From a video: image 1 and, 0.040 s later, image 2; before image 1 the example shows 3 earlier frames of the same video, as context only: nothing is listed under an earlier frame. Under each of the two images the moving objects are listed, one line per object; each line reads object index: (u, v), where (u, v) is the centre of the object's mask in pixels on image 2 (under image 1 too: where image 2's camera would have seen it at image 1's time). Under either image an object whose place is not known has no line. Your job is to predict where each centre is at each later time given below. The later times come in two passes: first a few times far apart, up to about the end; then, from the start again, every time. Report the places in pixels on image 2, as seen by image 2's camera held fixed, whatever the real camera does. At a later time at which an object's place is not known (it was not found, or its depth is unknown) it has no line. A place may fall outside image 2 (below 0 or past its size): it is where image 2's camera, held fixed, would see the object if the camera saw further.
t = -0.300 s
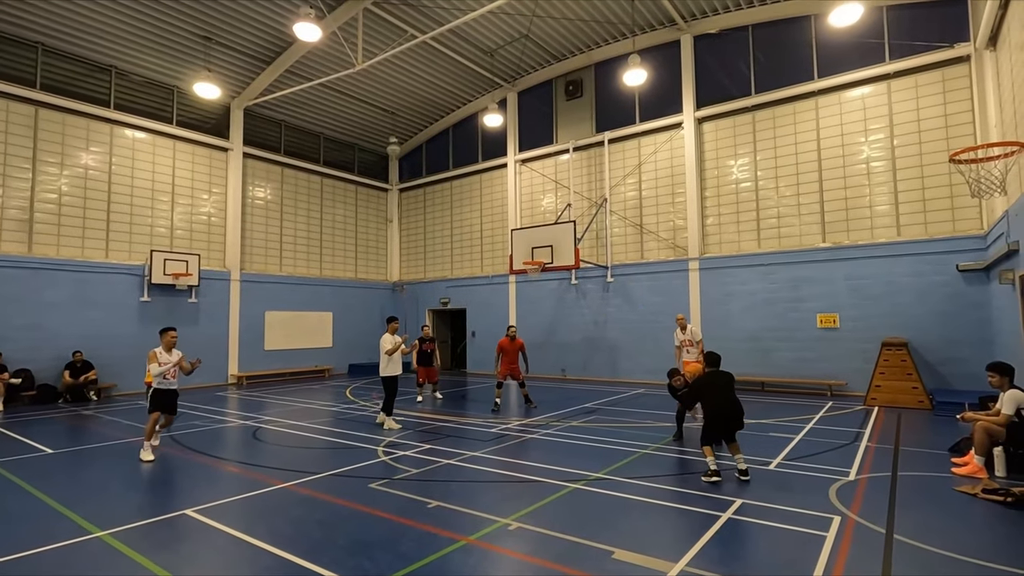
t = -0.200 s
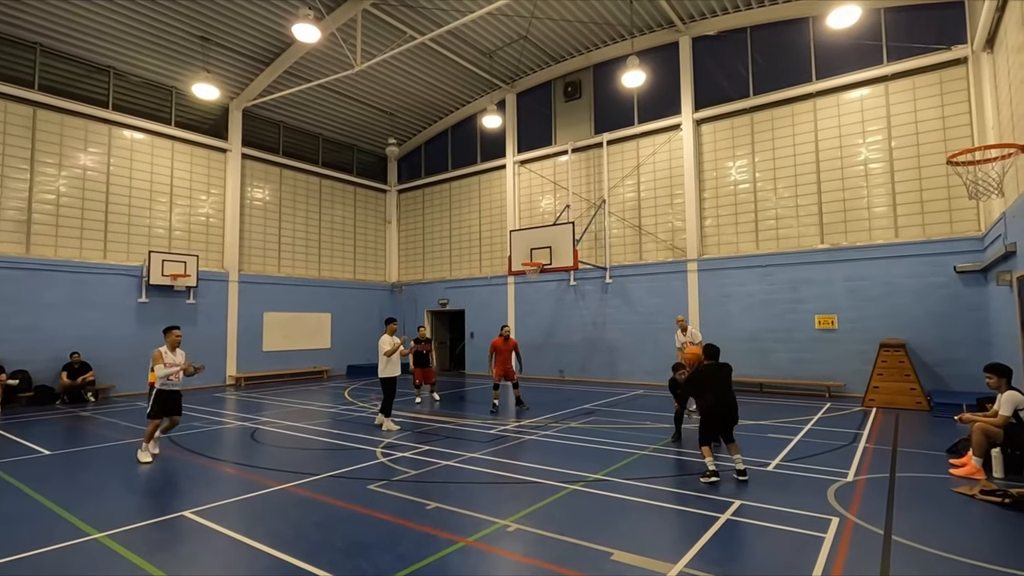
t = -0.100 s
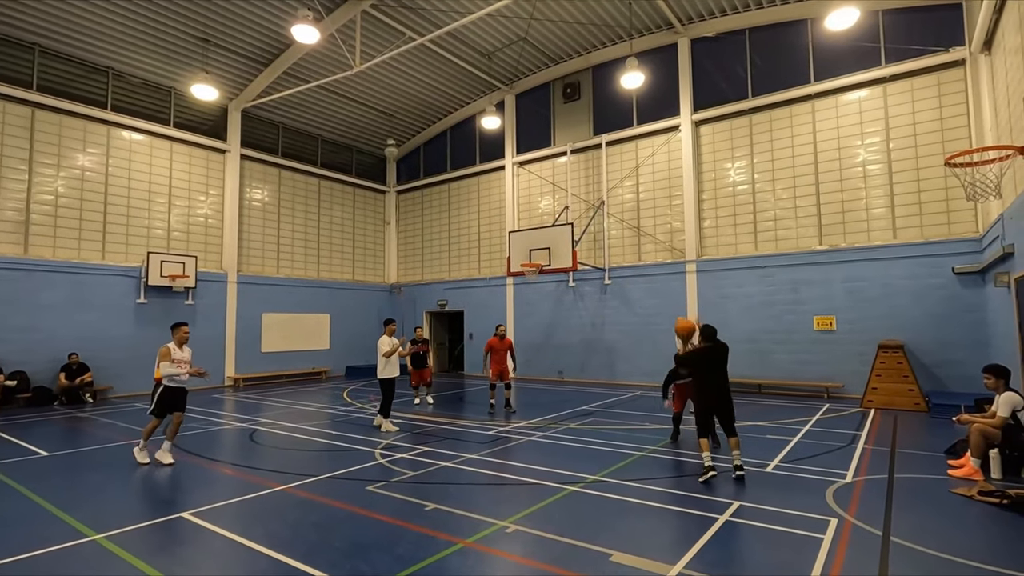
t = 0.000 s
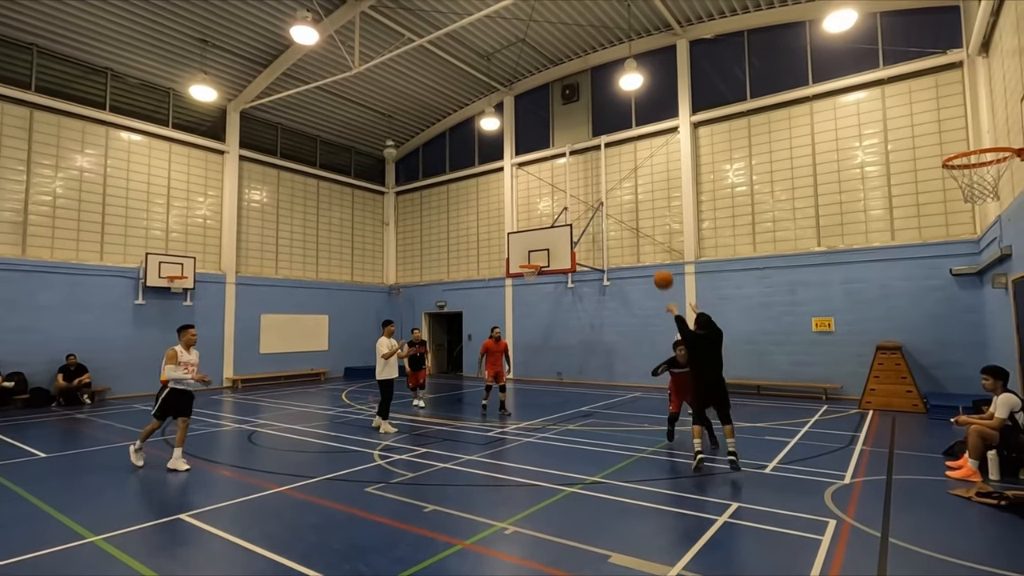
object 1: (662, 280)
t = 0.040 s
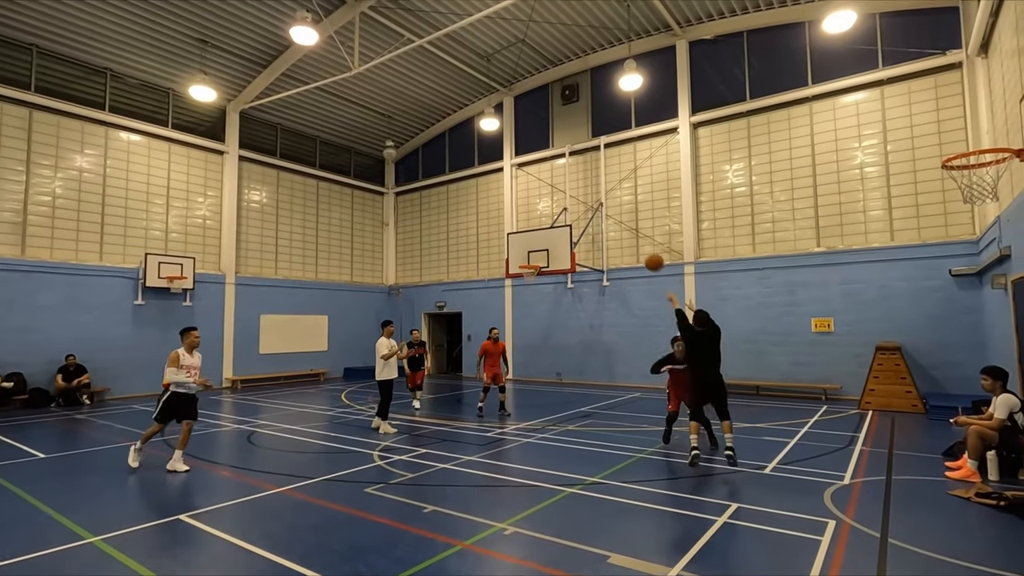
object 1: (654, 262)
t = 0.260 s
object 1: (614, 196)
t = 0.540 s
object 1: (579, 174)
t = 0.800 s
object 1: (556, 191)
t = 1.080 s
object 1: (536, 239)
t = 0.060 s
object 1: (649, 253)
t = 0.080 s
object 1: (645, 245)
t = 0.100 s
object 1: (642, 238)
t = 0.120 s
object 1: (637, 231)
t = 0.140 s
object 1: (633, 225)
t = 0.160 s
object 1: (630, 219)
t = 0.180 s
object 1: (627, 214)
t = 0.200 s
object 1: (624, 209)
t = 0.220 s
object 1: (620, 204)
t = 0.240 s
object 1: (617, 200)
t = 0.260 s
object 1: (614, 196)
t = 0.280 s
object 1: (611, 193)
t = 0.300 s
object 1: (608, 190)
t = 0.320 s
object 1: (606, 187)
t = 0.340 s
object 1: (603, 184)
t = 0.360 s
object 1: (600, 182)
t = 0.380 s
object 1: (598, 180)
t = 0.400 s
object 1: (595, 179)
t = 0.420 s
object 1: (593, 177)
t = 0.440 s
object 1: (590, 176)
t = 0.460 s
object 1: (588, 175)
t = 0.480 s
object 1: (586, 174)
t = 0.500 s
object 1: (583, 174)
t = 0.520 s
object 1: (581, 173)
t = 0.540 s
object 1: (579, 174)
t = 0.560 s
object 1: (577, 174)
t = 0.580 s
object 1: (575, 174)
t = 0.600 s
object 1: (573, 175)
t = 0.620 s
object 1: (571, 176)
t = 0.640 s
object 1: (569, 177)
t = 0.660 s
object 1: (568, 178)
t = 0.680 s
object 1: (566, 179)
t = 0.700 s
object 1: (564, 180)
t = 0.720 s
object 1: (562, 182)
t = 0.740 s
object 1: (561, 184)
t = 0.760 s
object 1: (559, 187)
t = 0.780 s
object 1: (557, 189)
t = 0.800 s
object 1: (556, 191)
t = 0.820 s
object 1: (554, 194)
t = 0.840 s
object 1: (553, 196)
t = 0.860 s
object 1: (551, 199)
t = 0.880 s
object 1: (550, 202)
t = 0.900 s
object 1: (548, 205)
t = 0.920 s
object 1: (547, 208)
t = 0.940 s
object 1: (545, 212)
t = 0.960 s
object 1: (544, 215)
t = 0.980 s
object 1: (543, 219)
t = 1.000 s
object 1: (541, 223)
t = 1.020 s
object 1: (540, 226)
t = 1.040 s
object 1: (539, 230)
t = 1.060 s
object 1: (537, 235)
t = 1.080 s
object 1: (536, 239)
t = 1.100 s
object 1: (535, 243)
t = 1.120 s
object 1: (534, 247)
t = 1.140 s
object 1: (532, 252)
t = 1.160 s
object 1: (531, 256)
